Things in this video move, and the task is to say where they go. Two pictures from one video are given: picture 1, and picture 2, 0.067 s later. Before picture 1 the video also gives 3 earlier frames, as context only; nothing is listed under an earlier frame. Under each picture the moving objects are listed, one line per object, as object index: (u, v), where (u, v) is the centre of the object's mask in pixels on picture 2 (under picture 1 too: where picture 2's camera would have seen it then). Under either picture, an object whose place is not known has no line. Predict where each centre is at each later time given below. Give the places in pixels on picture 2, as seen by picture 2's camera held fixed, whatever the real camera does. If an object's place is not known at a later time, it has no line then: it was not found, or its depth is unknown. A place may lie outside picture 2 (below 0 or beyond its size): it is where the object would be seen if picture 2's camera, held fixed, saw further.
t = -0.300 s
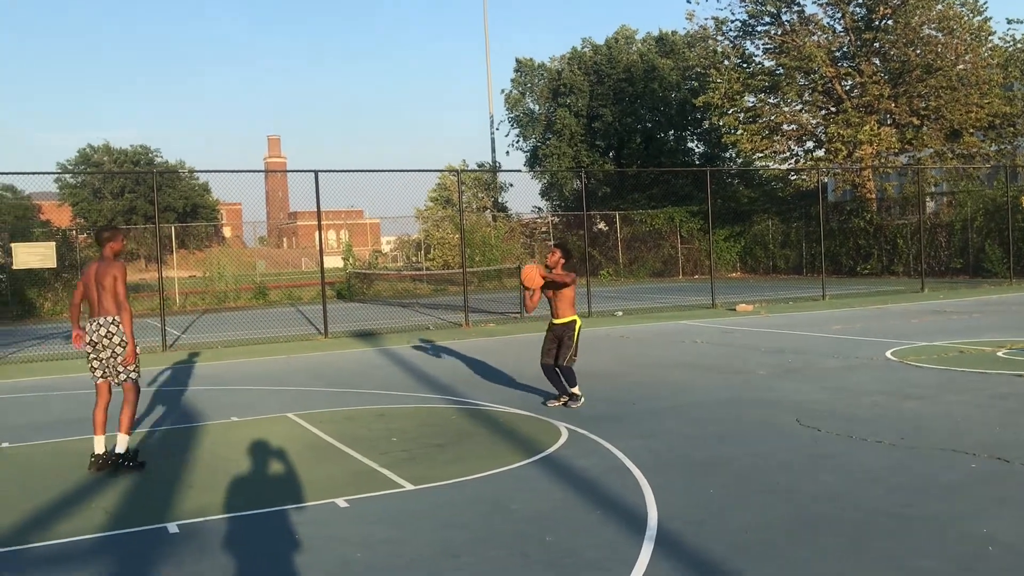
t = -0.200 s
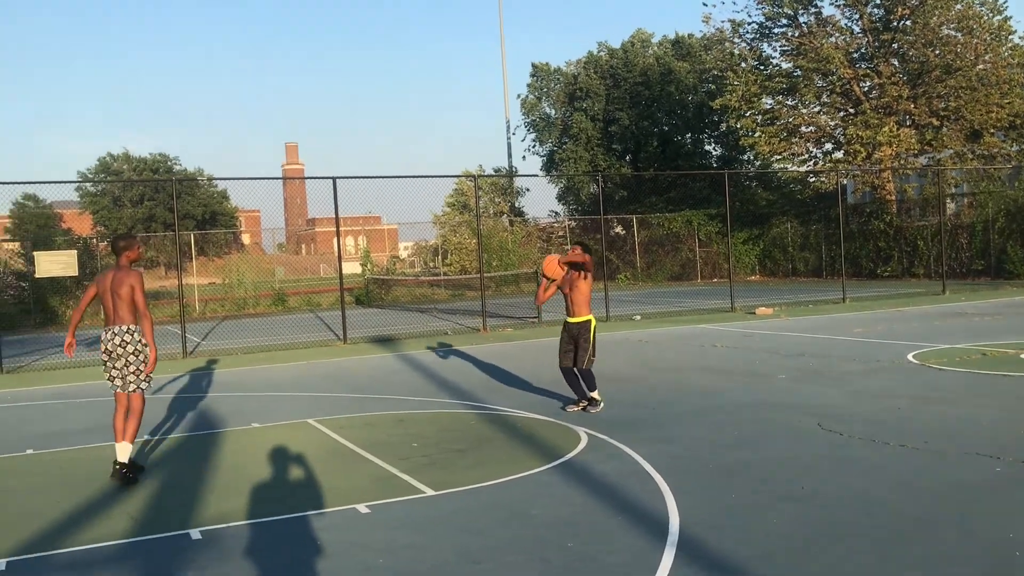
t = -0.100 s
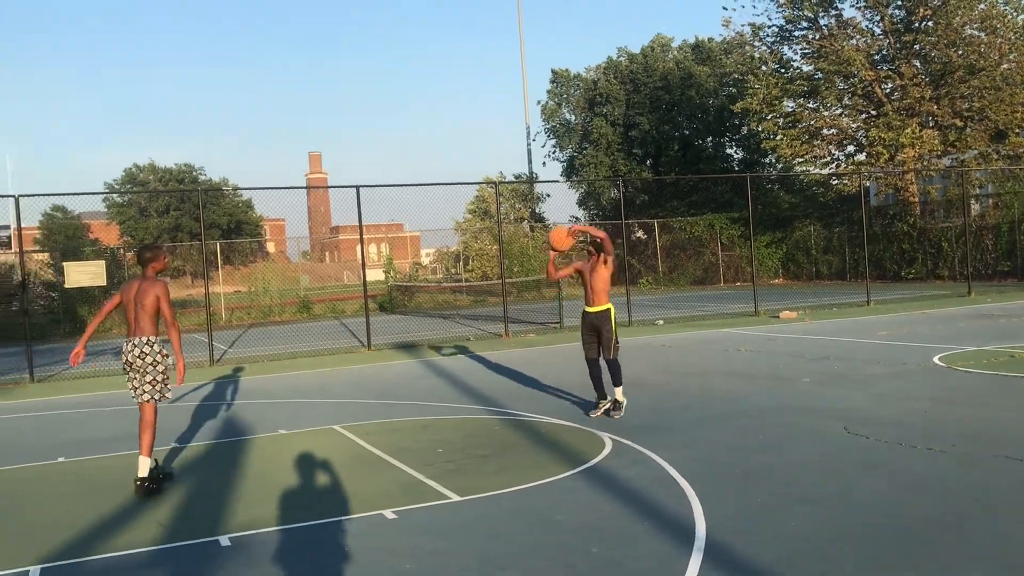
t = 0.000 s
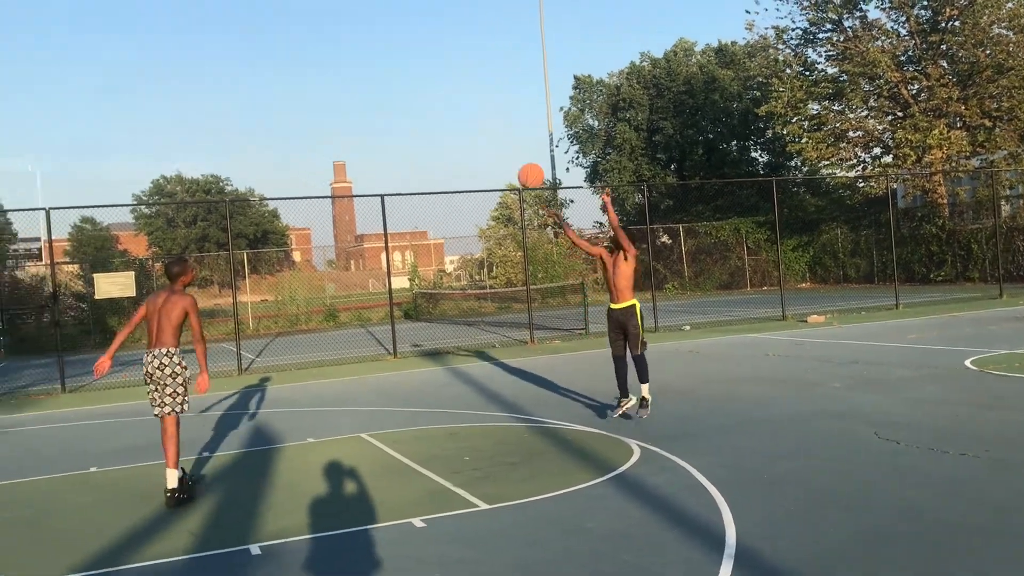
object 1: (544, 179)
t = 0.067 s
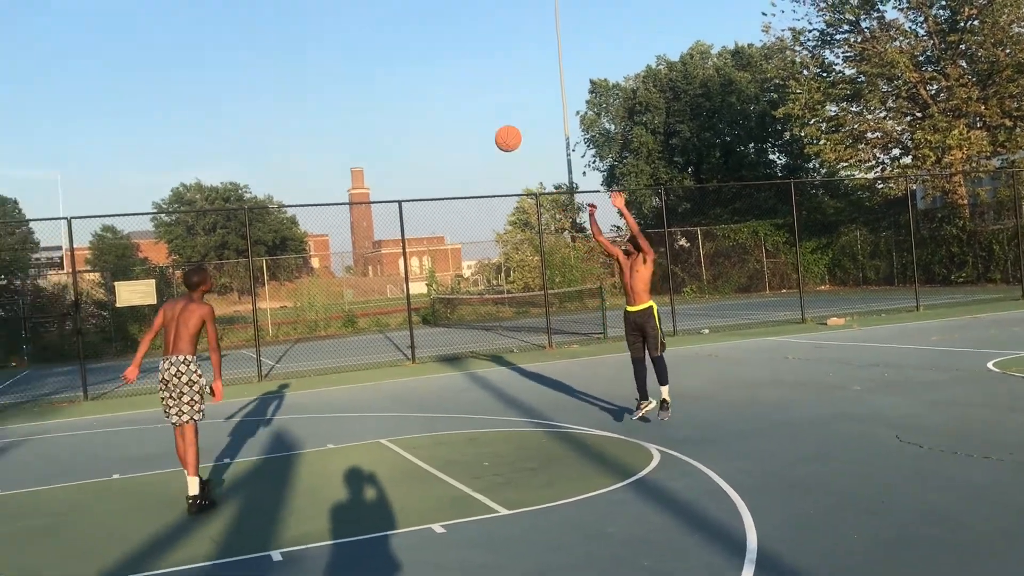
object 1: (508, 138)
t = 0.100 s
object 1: (490, 118)
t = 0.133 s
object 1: (472, 100)
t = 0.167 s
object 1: (453, 81)
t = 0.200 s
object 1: (434, 66)
